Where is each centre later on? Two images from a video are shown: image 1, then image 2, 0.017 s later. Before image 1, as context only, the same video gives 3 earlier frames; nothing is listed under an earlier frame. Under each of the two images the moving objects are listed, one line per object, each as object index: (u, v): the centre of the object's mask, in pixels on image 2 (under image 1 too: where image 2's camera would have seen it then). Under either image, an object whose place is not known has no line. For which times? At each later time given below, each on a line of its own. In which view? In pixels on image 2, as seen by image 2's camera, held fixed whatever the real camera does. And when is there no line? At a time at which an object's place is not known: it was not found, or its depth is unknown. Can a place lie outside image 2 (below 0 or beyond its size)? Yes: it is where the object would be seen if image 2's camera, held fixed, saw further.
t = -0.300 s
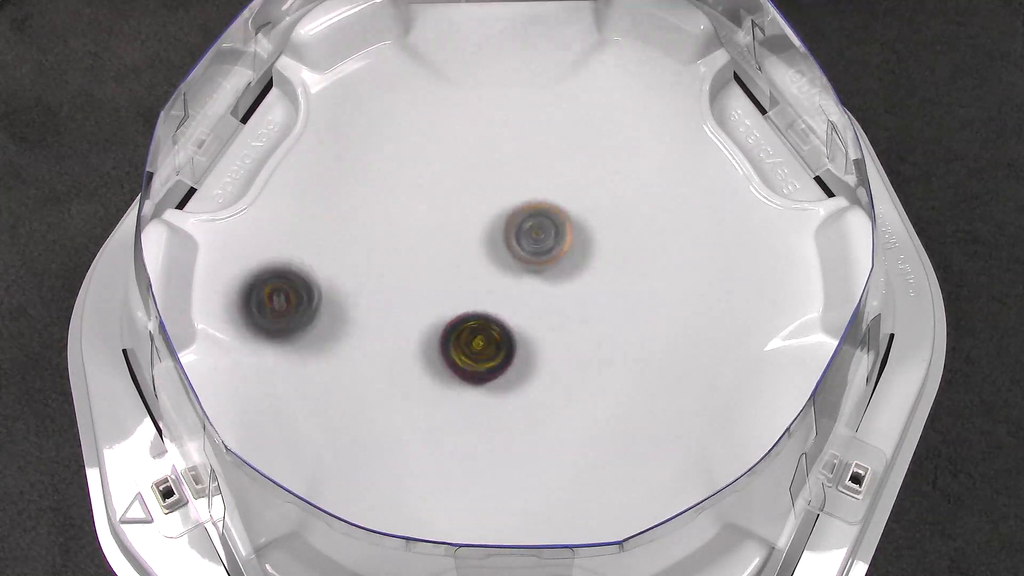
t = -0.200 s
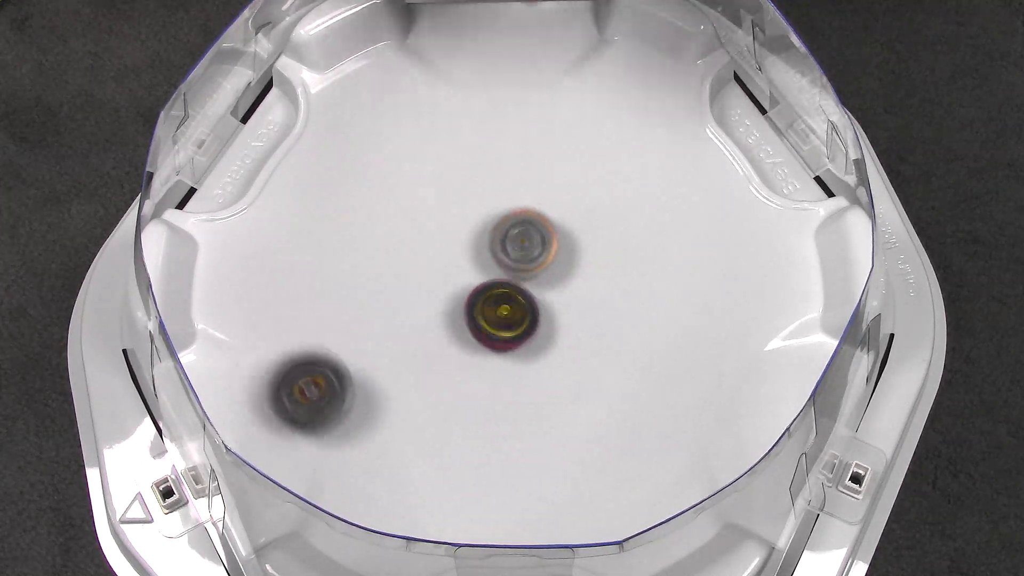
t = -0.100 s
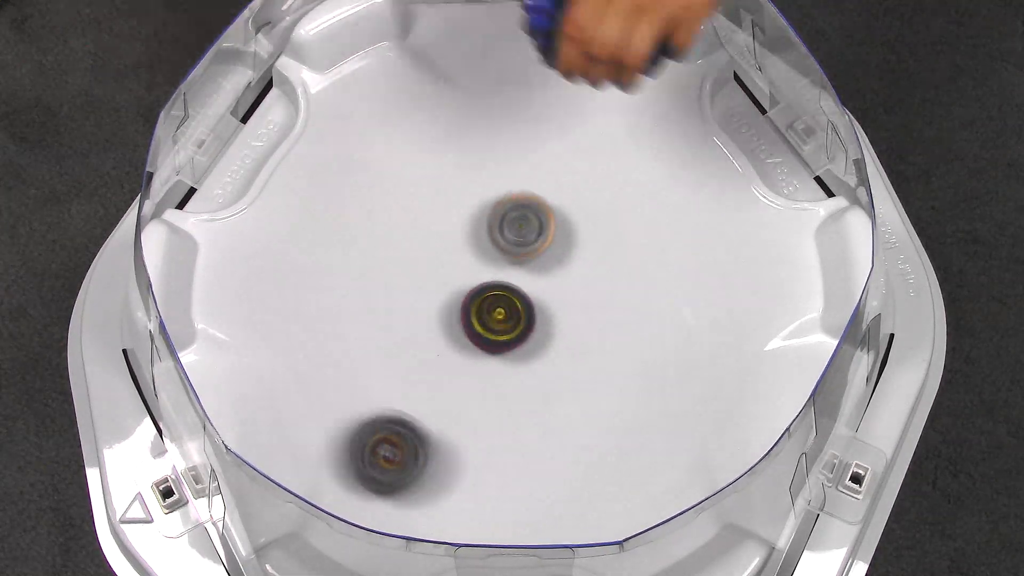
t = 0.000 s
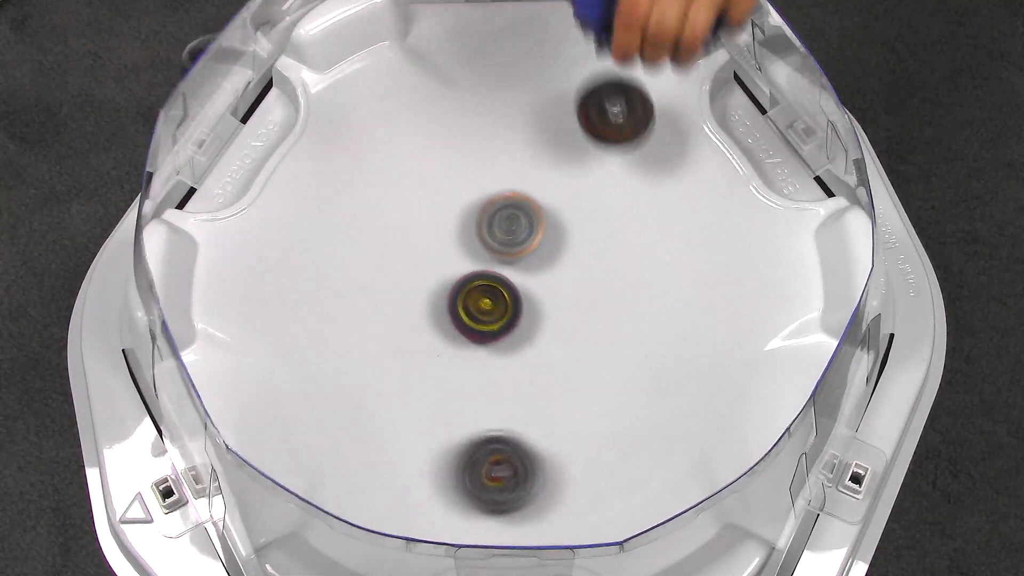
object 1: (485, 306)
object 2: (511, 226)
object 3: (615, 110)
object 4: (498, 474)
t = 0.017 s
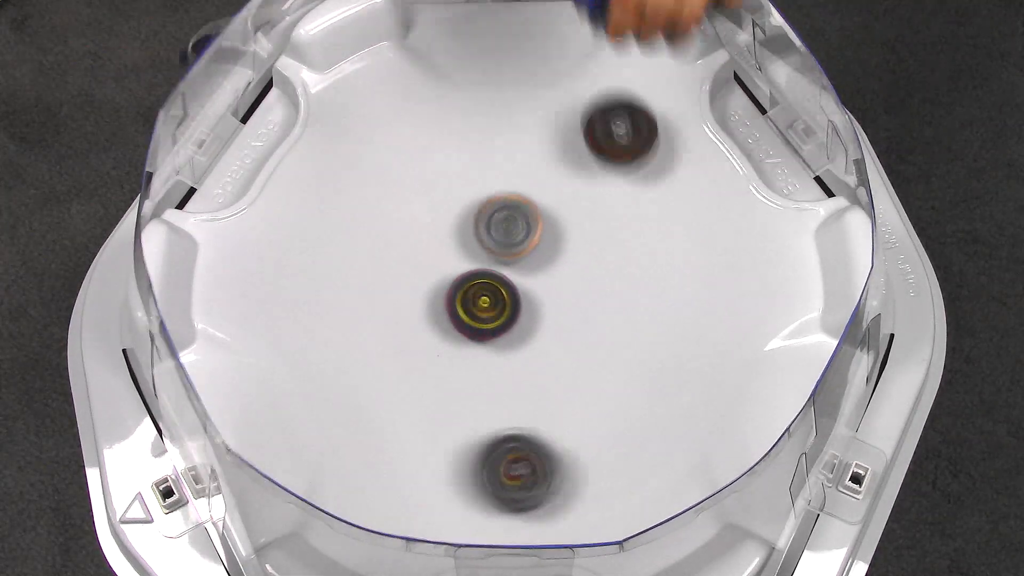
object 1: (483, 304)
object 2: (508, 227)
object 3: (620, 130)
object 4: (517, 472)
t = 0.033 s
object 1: (481, 302)
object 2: (505, 228)
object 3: (623, 144)
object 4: (536, 469)
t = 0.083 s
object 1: (473, 304)
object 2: (504, 228)
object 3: (618, 157)
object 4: (591, 449)
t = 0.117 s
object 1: (469, 306)
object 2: (503, 231)
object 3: (613, 176)
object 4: (623, 431)
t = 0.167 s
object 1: (465, 307)
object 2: (503, 235)
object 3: (603, 216)
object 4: (664, 392)
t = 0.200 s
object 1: (464, 306)
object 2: (504, 239)
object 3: (591, 237)
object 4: (684, 365)
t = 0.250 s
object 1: (454, 314)
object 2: (501, 230)
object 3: (594, 276)
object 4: (704, 323)
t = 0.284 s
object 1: (449, 319)
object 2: (490, 218)
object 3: (613, 310)
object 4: (710, 292)
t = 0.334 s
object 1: (448, 324)
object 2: (477, 211)
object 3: (634, 353)
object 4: (712, 247)
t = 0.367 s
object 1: (451, 326)
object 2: (469, 210)
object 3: (642, 379)
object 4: (707, 217)
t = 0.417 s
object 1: (459, 327)
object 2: (458, 216)
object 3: (650, 410)
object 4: (690, 175)
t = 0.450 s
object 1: (465, 327)
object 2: (452, 224)
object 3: (650, 426)
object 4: (674, 149)
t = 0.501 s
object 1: (477, 326)
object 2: (449, 239)
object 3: (647, 442)
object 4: (645, 116)
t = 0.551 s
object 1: (488, 326)
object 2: (453, 254)
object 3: (638, 447)
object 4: (607, 90)
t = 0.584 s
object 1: (497, 337)
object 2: (456, 251)
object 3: (630, 445)
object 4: (582, 78)
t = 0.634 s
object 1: (513, 348)
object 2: (463, 247)
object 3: (614, 434)
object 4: (541, 65)
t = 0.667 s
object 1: (523, 350)
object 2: (468, 245)
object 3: (603, 421)
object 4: (517, 58)
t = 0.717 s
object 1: (541, 342)
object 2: (477, 242)
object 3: (585, 408)
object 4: (488, 53)
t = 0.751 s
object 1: (548, 292)
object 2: (484, 241)
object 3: (576, 444)
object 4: (469, 54)
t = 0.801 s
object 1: (567, 243)
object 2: (484, 227)
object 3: (561, 487)
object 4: (442, 59)
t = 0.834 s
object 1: (576, 211)
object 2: (484, 216)
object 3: (550, 512)
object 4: (431, 63)
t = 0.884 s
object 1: (583, 175)
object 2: (483, 207)
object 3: (537, 534)
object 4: (418, 78)
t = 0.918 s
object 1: (584, 156)
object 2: (483, 203)
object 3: (529, 539)
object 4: (407, 93)
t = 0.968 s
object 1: (581, 135)
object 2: (481, 200)
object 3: (519, 543)
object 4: (387, 120)
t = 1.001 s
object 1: (579, 124)
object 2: (480, 201)
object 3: (514, 542)
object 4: (375, 141)
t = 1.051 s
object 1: (574, 113)
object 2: (480, 205)
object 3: (509, 536)
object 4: (355, 177)
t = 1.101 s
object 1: (565, 108)
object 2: (482, 216)
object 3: (507, 514)
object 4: (337, 222)
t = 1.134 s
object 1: (556, 107)
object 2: (486, 224)
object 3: (506, 504)
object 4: (332, 254)
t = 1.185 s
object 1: (542, 115)
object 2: (496, 237)
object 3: (507, 474)
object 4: (335, 303)
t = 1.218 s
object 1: (530, 125)
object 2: (504, 244)
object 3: (509, 450)
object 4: (344, 335)
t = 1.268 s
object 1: (517, 147)
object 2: (518, 254)
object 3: (514, 410)
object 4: (370, 377)
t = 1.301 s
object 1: (508, 167)
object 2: (527, 261)
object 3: (517, 382)
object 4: (393, 400)
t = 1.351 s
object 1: (499, 198)
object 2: (540, 269)
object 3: (523, 339)
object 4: (435, 429)
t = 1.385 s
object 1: (493, 217)
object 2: (556, 263)
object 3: (517, 334)
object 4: (468, 442)
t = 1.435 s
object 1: (473, 231)
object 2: (582, 265)
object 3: (508, 331)
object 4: (520, 451)
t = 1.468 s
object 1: (462, 246)
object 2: (595, 265)
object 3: (504, 328)
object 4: (555, 449)
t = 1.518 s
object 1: (448, 271)
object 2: (609, 265)
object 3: (501, 324)
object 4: (605, 438)
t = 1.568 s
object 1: (431, 274)
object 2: (620, 264)
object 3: (513, 341)
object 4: (649, 415)
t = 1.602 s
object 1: (416, 263)
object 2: (627, 263)
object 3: (531, 367)
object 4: (674, 396)
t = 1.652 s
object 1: (396, 248)
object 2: (637, 262)
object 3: (556, 400)
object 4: (702, 363)
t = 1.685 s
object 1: (387, 242)
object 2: (641, 262)
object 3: (572, 415)
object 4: (714, 340)
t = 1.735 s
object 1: (380, 235)
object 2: (643, 263)
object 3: (593, 429)
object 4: (725, 301)
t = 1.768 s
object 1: (379, 233)
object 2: (642, 265)
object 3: (603, 434)
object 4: (725, 275)
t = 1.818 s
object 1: (382, 232)
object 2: (633, 267)
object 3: (612, 440)
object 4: (716, 238)
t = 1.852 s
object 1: (389, 234)
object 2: (623, 271)
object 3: (615, 443)
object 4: (703, 213)
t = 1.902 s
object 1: (401, 236)
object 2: (605, 280)
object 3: (616, 441)
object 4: (677, 180)
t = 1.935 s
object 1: (415, 240)
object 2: (593, 289)
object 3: (614, 437)
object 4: (655, 161)
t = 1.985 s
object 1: (435, 246)
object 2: (577, 300)
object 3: (610, 429)
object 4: (617, 139)
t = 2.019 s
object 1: (454, 251)
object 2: (568, 308)
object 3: (607, 422)
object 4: (591, 130)
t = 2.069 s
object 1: (477, 260)
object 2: (554, 320)
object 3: (601, 410)
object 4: (548, 124)
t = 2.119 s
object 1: (504, 270)
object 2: (540, 331)
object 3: (596, 397)
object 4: (502, 126)
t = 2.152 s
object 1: (519, 273)
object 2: (528, 344)
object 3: (593, 389)
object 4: (474, 133)
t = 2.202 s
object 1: (548, 278)
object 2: (513, 355)
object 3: (591, 380)
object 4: (432, 151)
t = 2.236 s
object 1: (563, 283)
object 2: (499, 358)
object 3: (591, 378)
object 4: (409, 168)
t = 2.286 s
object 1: (581, 290)
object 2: (483, 361)
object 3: (585, 373)
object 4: (376, 199)
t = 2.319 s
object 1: (587, 296)
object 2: (476, 361)
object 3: (579, 369)
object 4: (359, 223)
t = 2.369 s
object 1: (597, 299)
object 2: (470, 357)
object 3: (558, 371)
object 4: (339, 265)
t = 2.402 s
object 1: (601, 299)
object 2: (466, 352)
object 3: (543, 376)
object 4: (332, 294)
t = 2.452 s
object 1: (605, 308)
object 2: (447, 333)
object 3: (541, 390)
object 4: (331, 338)
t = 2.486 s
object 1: (602, 312)
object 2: (438, 321)
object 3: (540, 396)
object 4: (337, 365)
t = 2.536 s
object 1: (594, 313)
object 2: (429, 305)
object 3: (538, 399)
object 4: (353, 404)
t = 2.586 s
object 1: (583, 314)
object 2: (422, 289)
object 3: (533, 400)
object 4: (378, 437)
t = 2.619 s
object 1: (573, 313)
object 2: (417, 280)
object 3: (529, 399)
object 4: (400, 455)
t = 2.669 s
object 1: (554, 312)
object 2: (414, 268)
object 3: (525, 393)
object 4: (438, 474)
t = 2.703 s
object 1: (542, 311)
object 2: (412, 261)
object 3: (523, 390)
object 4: (467, 482)
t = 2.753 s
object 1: (532, 308)
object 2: (411, 252)
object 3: (518, 385)
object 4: (511, 485)
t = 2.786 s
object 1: (529, 306)
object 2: (411, 247)
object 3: (514, 381)
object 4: (542, 481)
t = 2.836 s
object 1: (529, 306)
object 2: (414, 238)
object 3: (504, 373)
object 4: (587, 465)
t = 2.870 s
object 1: (529, 306)
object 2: (418, 234)
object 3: (497, 367)
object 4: (613, 449)
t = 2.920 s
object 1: (529, 306)
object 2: (426, 228)
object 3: (485, 358)
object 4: (643, 418)
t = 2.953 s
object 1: (529, 306)
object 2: (432, 225)
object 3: (477, 353)
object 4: (661, 394)
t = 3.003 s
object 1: (528, 307)
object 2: (444, 223)
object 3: (466, 345)
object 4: (675, 354)
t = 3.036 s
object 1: (528, 307)
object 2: (453, 222)
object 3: (461, 340)
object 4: (677, 327)
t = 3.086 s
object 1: (528, 307)
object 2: (467, 223)
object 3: (455, 334)
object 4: (673, 288)
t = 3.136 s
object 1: (528, 306)
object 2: (481, 225)
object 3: (452, 330)
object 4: (659, 248)
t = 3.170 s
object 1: (528, 306)
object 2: (491, 228)
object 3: (450, 327)
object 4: (645, 225)
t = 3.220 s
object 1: (528, 307)
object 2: (504, 233)
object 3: (451, 327)
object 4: (616, 193)
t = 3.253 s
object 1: (528, 308)
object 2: (513, 235)
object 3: (452, 328)
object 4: (592, 176)
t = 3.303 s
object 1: (529, 315)
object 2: (526, 232)
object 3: (453, 328)
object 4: (557, 156)
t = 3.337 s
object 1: (529, 315)
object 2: (534, 233)
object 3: (453, 327)
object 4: (530, 148)
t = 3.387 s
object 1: (528, 314)
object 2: (543, 238)
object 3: (452, 326)
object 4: (489, 142)
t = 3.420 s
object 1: (528, 315)
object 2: (550, 241)
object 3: (451, 324)
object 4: (462, 142)
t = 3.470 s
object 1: (527, 318)
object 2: (562, 246)
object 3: (450, 319)
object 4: (423, 151)
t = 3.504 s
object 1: (526, 317)
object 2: (566, 252)
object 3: (450, 314)
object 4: (400, 161)
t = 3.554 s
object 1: (526, 319)
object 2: (574, 260)
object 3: (449, 306)
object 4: (369, 183)
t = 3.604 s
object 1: (522, 324)
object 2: (583, 263)
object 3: (441, 295)
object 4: (344, 213)
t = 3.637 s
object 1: (521, 324)
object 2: (586, 271)
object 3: (436, 289)
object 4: (331, 235)
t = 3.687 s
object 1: (519, 324)
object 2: (588, 281)
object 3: (430, 281)
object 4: (321, 274)
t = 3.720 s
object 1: (509, 327)
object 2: (595, 283)
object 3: (427, 277)
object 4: (321, 300)
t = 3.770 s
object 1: (506, 328)
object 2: (594, 291)
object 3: (423, 271)
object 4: (332, 338)
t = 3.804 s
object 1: (506, 328)
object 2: (593, 298)
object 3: (422, 269)
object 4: (344, 361)
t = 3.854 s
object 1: (506, 327)
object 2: (585, 306)
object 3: (422, 265)
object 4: (373, 391)
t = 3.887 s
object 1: (504, 327)
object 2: (581, 312)
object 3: (422, 262)
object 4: (398, 407)
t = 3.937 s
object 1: (501, 328)
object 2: (578, 318)
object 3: (427, 257)
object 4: (441, 424)
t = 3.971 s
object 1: (493, 327)
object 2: (581, 322)
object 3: (431, 254)
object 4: (471, 429)
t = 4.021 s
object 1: (490, 325)
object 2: (576, 328)
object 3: (438, 249)
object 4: (516, 427)
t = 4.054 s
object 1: (491, 325)
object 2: (572, 330)
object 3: (443, 246)
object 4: (547, 419)
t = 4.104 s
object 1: (489, 325)
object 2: (563, 332)
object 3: (450, 241)
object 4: (586, 401)
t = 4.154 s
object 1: (484, 322)
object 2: (559, 320)
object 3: (456, 237)
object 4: (618, 398)
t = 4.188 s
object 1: (479, 320)
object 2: (561, 315)
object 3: (459, 234)
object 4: (638, 392)
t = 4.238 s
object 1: (469, 316)
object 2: (562, 310)
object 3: (465, 229)
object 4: (665, 378)
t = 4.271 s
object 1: (468, 315)
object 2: (560, 305)
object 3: (468, 226)
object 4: (680, 366)
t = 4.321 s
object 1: (468, 315)
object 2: (554, 295)
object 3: (474, 221)
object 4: (699, 342)
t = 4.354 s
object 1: (468, 315)
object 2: (551, 290)
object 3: (478, 219)
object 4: (706, 324)
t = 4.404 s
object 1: (468, 315)
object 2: (546, 284)
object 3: (483, 216)
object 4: (707, 297)
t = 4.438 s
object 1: (468, 315)
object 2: (542, 278)
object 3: (486, 215)
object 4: (701, 278)
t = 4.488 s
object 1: (468, 315)
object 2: (538, 274)
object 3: (491, 211)
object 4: (684, 252)
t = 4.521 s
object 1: (468, 315)
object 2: (539, 284)
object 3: (488, 190)
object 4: (665, 236)
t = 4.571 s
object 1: (467, 316)
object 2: (538, 294)
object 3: (480, 168)
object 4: (636, 217)
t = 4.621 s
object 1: (467, 315)
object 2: (542, 298)
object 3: (470, 155)
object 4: (603, 207)
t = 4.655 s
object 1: (467, 314)
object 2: (543, 298)
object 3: (466, 150)
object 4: (580, 204)
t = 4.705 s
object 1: (468, 314)
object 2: (546, 303)
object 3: (463, 147)
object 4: (548, 206)
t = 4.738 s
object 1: (467, 314)
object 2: (547, 303)
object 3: (461, 147)
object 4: (527, 209)
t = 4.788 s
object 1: (467, 314)
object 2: (548, 307)
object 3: (461, 151)
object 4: (498, 219)
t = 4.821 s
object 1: (467, 314)
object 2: (549, 307)
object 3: (462, 152)
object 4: (481, 232)
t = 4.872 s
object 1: (464, 321)
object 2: (548, 307)
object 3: (461, 148)
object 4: (461, 245)
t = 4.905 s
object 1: (460, 335)
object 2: (548, 307)
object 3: (461, 149)
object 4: (453, 245)
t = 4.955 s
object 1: (453, 351)
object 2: (543, 305)
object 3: (464, 152)
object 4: (440, 249)
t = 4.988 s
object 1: (455, 355)
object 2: (543, 305)
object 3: (467, 157)
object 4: (431, 255)
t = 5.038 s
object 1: (457, 356)
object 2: (533, 303)
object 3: (472, 168)
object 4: (416, 265)
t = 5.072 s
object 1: (457, 356)
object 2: (530, 300)
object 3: (476, 177)
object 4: (407, 274)
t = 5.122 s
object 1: (457, 355)
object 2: (527, 297)
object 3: (481, 194)
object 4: (395, 288)
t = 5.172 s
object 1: (457, 355)
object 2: (525, 295)
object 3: (488, 212)
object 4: (390, 307)
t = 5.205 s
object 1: (457, 355)
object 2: (521, 296)
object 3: (495, 221)
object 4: (389, 320)
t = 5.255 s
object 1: (471, 372)
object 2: (540, 327)
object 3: (498, 197)
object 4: (370, 322)
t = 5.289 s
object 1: (484, 386)
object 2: (553, 338)
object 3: (499, 186)
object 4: (353, 317)
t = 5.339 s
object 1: (497, 392)
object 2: (578, 348)
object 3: (500, 179)
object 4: (338, 316)
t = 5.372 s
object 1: (500, 392)
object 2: (584, 347)
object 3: (501, 178)
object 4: (331, 319)
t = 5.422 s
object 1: (501, 391)
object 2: (594, 347)
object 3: (502, 181)
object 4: (327, 324)
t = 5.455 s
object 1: (501, 391)
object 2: (593, 350)
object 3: (505, 187)
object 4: (330, 327)
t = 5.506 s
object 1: (501, 391)
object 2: (589, 348)
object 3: (509, 196)
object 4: (339, 330)
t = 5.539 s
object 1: (501, 391)
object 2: (587, 342)
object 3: (512, 204)
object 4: (350, 332)
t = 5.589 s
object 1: (501, 391)
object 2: (582, 335)
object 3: (519, 220)
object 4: (371, 332)
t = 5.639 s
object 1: (501, 391)
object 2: (574, 330)
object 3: (528, 236)
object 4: (398, 332)
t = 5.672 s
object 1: (501, 391)
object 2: (568, 324)
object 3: (535, 248)
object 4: (418, 329)
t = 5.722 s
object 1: (500, 391)
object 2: (550, 322)
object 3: (547, 256)
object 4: (447, 322)
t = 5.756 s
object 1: (500, 391)
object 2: (536, 322)
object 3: (556, 259)
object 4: (464, 313)
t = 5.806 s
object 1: (493, 393)
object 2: (549, 351)
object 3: (570, 250)
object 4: (458, 264)
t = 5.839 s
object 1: (492, 392)
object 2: (559, 363)
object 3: (575, 244)
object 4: (453, 234)
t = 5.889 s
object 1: (493, 391)
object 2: (567, 377)
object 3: (581, 239)
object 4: (456, 194)
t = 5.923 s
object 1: (493, 391)
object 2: (565, 382)
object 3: (584, 237)
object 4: (461, 172)
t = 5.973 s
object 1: (491, 391)
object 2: (563, 383)
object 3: (587, 236)
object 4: (471, 151)
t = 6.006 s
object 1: (492, 390)
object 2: (564, 382)
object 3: (587, 237)
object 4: (476, 143)
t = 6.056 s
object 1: (492, 389)
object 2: (565, 377)
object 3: (586, 239)
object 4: (484, 136)
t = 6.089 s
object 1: (492, 389)
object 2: (566, 372)
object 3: (585, 242)
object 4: (489, 133)
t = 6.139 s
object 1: (492, 389)
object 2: (560, 363)
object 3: (581, 248)
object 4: (498, 131)
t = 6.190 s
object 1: (491, 389)
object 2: (552, 353)
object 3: (576, 257)
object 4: (509, 131)
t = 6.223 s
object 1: (491, 389)
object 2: (548, 346)
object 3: (572, 264)
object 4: (517, 134)
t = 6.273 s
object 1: (492, 389)
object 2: (542, 338)
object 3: (567, 274)
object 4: (529, 137)
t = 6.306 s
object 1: (491, 390)
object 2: (537, 337)
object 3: (567, 276)
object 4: (539, 141)
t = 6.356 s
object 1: (490, 390)
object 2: (533, 336)
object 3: (565, 276)
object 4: (550, 150)
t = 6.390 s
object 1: (489, 390)
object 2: (531, 336)
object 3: (566, 275)
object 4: (558, 157)
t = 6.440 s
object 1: (490, 390)
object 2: (529, 335)
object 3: (563, 274)
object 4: (566, 169)
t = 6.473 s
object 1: (489, 390)
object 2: (527, 335)
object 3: (563, 270)
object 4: (571, 179)
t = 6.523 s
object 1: (489, 389)
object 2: (525, 333)
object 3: (556, 269)
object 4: (575, 196)
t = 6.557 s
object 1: (488, 391)
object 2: (520, 333)
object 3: (550, 273)
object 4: (580, 201)
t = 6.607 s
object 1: (488, 392)
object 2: (513, 332)
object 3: (542, 276)
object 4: (586, 212)
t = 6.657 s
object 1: (488, 392)
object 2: (503, 329)
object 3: (537, 277)
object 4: (588, 221)
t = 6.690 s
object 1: (488, 392)
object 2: (498, 330)
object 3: (529, 275)
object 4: (590, 229)
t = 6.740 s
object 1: (488, 391)
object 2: (488, 326)
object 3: (519, 275)
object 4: (590, 243)
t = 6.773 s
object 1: (488, 391)
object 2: (475, 326)
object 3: (516, 271)
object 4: (587, 253)
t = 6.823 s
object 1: (489, 391)
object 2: (460, 328)
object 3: (503, 261)
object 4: (593, 270)
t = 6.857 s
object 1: (489, 391)
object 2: (453, 331)
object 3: (495, 256)
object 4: (591, 282)
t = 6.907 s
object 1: (489, 391)
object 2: (451, 331)
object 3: (484, 252)
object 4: (581, 298)
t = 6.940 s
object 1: (490, 391)
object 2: (453, 330)
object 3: (477, 252)
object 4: (573, 305)
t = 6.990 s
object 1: (489, 390)
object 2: (456, 326)
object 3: (471, 253)
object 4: (558, 314)
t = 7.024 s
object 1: (490, 390)
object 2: (459, 322)
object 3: (468, 255)
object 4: (546, 320)
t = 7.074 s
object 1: (490, 390)
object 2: (454, 317)
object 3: (465, 254)
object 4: (537, 329)
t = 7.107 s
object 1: (485, 389)
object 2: (449, 317)
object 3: (465, 252)
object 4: (546, 336)
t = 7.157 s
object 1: (471, 385)
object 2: (445, 318)
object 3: (465, 252)
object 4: (564, 347)
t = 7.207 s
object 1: (470, 379)
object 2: (444, 316)
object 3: (467, 254)
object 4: (572, 352)
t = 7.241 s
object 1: (471, 375)
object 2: (443, 314)
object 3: (468, 256)
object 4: (572, 353)
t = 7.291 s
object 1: (470, 373)
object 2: (442, 313)
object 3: (474, 259)
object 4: (565, 357)
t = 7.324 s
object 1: (469, 374)
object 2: (441, 313)
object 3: (479, 258)
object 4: (559, 356)
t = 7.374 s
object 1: (469, 373)
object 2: (440, 314)
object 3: (490, 257)
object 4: (553, 354)
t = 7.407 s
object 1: (469, 373)
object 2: (440, 313)
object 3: (495, 257)
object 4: (547, 351)
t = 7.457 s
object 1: (469, 373)
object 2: (441, 313)
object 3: (500, 258)
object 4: (546, 346)
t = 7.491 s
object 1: (469, 373)
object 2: (441, 313)
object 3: (500, 259)
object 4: (545, 341)
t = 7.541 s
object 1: (469, 373)
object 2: (441, 313)
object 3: (498, 261)
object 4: (544, 335)
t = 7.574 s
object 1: (469, 373)
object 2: (441, 313)
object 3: (497, 262)
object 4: (543, 330)
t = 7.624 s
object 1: (469, 374)
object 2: (441, 313)
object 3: (496, 262)
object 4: (539, 319)
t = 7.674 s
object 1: (468, 374)
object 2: (441, 313)
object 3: (492, 256)
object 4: (544, 310)
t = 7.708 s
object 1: (469, 374)
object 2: (441, 313)
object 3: (490, 251)
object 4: (547, 304)
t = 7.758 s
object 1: (469, 374)
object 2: (441, 313)
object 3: (492, 252)
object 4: (550, 296)
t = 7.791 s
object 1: (469, 374)
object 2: (441, 313)
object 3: (488, 247)
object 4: (556, 298)
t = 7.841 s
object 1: (468, 373)
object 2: (441, 313)
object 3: (481, 237)
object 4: (568, 305)
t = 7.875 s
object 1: (468, 374)
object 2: (442, 313)
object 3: (478, 235)
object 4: (571, 306)
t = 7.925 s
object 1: (468, 373)
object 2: (442, 312)
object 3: (480, 235)
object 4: (571, 306)
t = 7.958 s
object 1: (469, 373)
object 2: (442, 312)
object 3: (481, 239)
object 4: (570, 307)
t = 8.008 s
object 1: (468, 373)
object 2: (442, 312)
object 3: (485, 246)
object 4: (567, 306)
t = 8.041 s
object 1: (468, 373)
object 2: (442, 313)
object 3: (488, 252)
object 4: (565, 303)
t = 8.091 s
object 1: (468, 373)
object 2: (441, 313)
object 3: (493, 261)
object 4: (563, 299)
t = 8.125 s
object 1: (468, 373)
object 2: (441, 313)
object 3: (497, 266)
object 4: (561, 298)
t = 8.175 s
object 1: (468, 374)
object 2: (443, 313)
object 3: (498, 262)
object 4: (556, 307)
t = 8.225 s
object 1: (468, 375)
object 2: (444, 313)
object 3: (500, 262)
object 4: (556, 311)
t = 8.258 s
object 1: (468, 375)
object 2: (444, 313)
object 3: (500, 264)
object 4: (558, 310)
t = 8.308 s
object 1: (468, 374)
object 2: (443, 313)
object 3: (502, 265)
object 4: (558, 310)
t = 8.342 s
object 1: (468, 374)
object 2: (443, 313)
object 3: (502, 268)
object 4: (557, 310)
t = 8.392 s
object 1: (468, 374)
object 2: (443, 313)
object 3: (504, 268)
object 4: (557, 310)
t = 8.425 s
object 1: (468, 375)
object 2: (443, 313)
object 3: (504, 269)
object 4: (558, 309)
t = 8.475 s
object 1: (468, 374)
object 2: (443, 313)
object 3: (508, 266)
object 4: (558, 309)
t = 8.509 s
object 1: (468, 374)
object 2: (443, 313)
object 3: (509, 265)
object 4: (558, 309)
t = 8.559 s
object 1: (468, 374)
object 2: (443, 313)
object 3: (510, 264)
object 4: (557, 309)
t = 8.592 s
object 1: (468, 374)
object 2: (443, 313)
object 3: (511, 265)
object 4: (558, 309)
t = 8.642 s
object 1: (468, 374)
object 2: (443, 313)
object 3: (512, 263)
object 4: (558, 309)
